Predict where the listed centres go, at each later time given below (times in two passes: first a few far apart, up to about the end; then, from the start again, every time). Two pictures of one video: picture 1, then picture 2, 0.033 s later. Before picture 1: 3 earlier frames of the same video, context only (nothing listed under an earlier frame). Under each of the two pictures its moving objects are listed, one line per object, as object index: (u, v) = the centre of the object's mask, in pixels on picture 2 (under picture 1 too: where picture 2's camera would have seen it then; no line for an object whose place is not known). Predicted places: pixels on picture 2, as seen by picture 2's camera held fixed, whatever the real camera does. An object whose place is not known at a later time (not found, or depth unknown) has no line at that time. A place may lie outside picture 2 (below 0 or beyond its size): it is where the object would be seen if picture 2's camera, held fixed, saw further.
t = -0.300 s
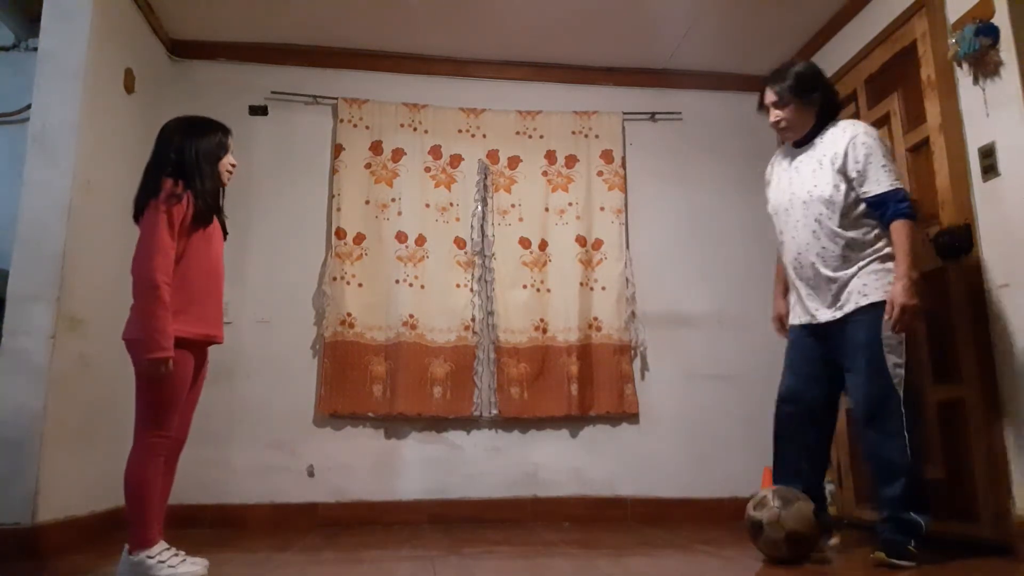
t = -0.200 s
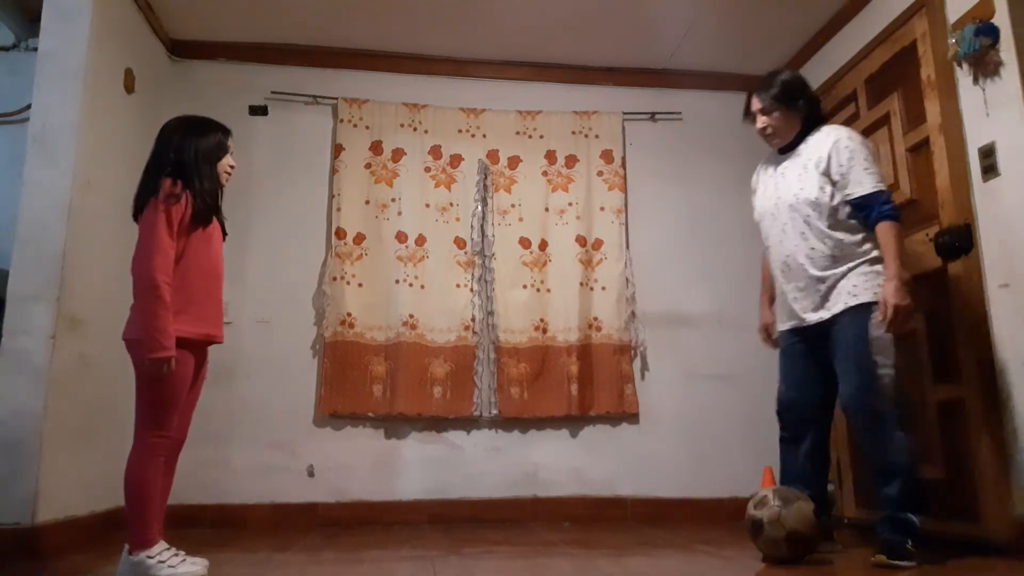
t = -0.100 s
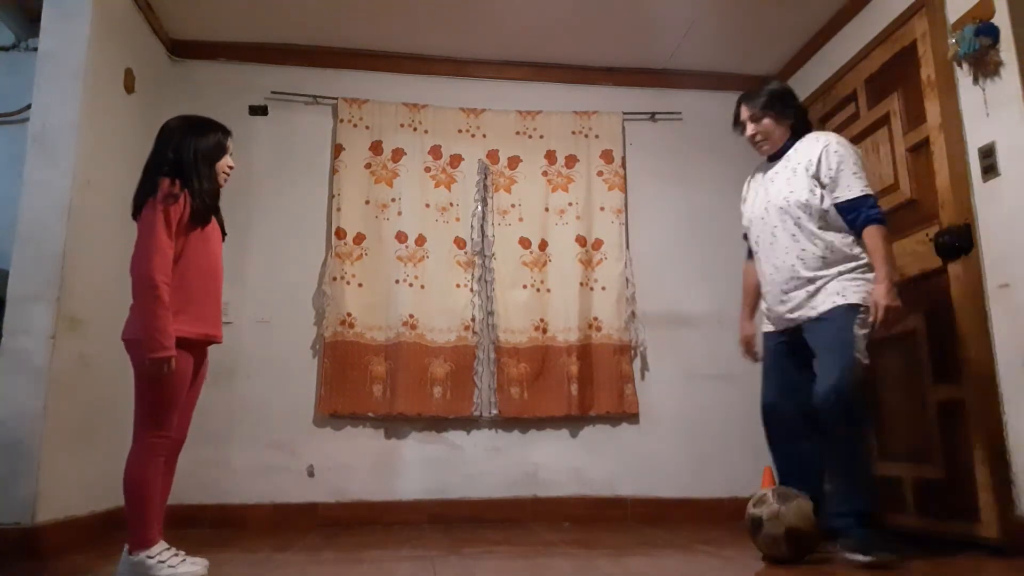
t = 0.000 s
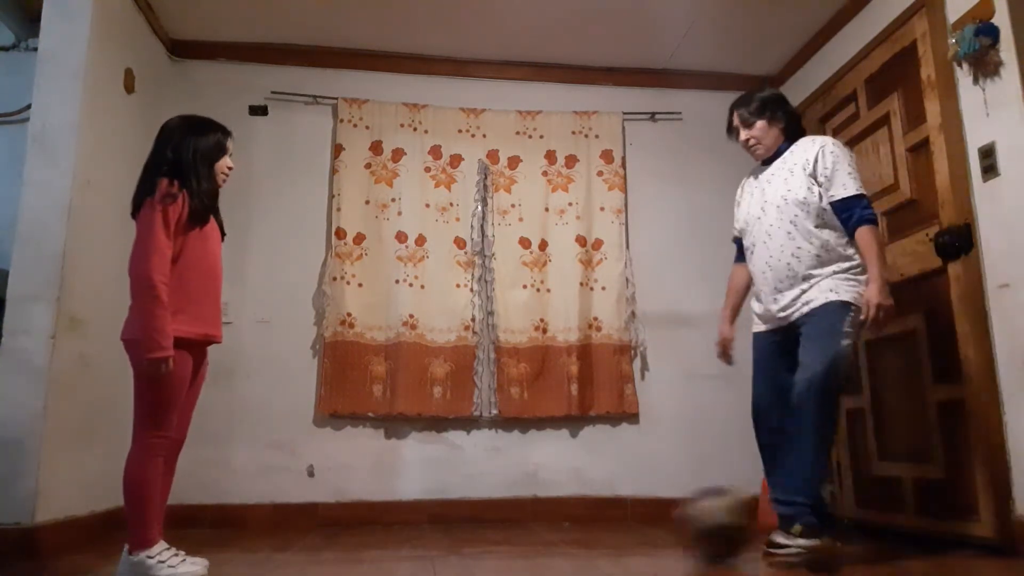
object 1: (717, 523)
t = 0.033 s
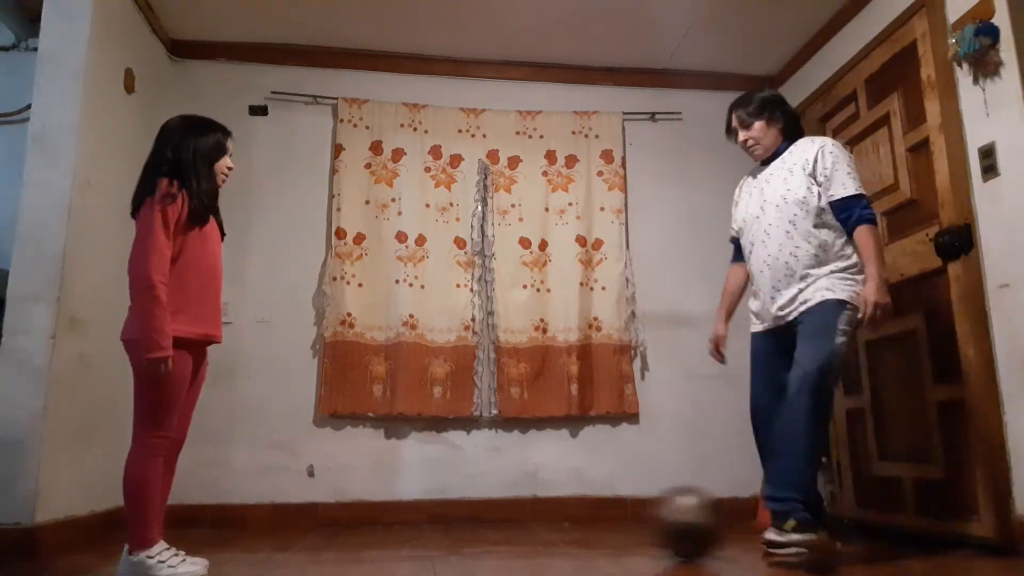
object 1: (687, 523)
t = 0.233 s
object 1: (549, 521)
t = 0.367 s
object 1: (481, 521)
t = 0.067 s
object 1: (661, 521)
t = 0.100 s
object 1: (635, 523)
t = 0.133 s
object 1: (611, 522)
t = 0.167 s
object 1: (589, 522)
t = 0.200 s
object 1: (568, 522)
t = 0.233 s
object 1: (549, 521)
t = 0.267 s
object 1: (530, 522)
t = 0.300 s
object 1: (514, 520)
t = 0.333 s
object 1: (496, 521)
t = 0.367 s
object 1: (481, 521)
